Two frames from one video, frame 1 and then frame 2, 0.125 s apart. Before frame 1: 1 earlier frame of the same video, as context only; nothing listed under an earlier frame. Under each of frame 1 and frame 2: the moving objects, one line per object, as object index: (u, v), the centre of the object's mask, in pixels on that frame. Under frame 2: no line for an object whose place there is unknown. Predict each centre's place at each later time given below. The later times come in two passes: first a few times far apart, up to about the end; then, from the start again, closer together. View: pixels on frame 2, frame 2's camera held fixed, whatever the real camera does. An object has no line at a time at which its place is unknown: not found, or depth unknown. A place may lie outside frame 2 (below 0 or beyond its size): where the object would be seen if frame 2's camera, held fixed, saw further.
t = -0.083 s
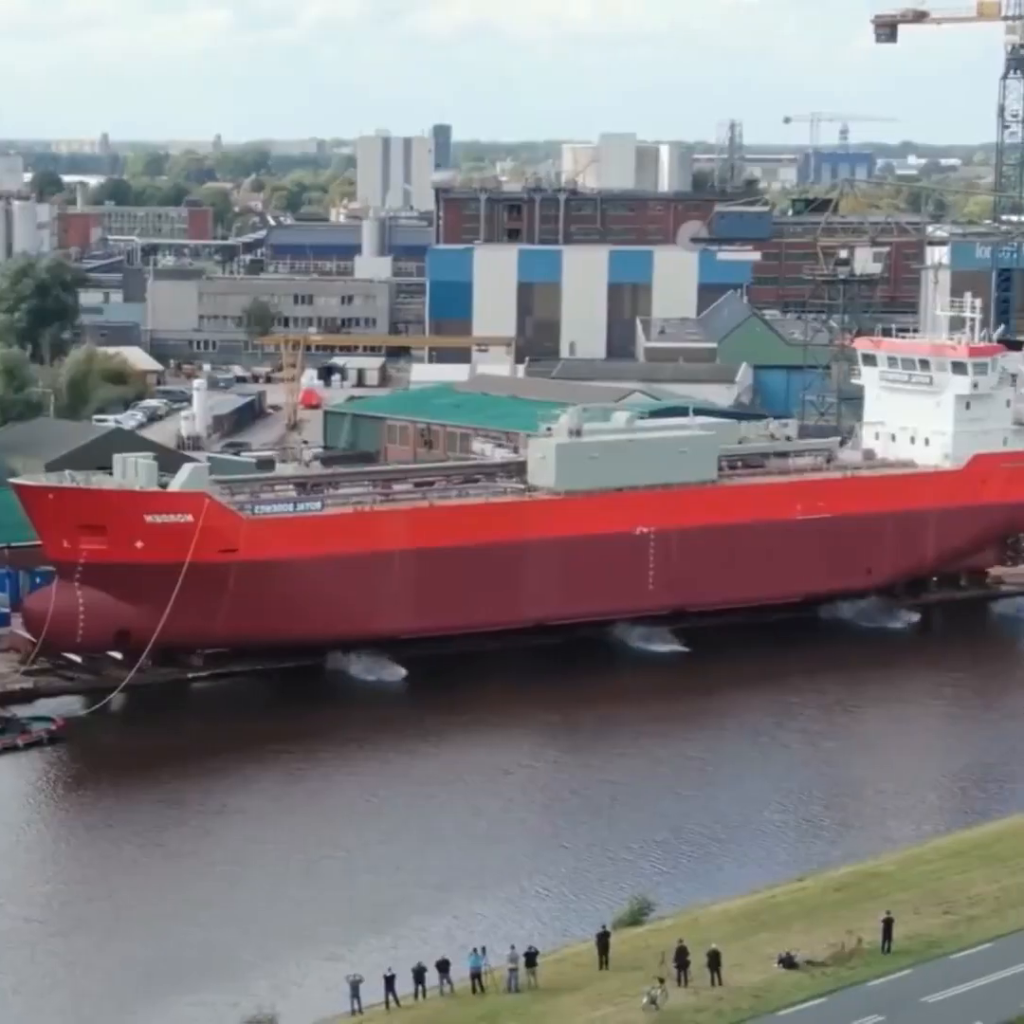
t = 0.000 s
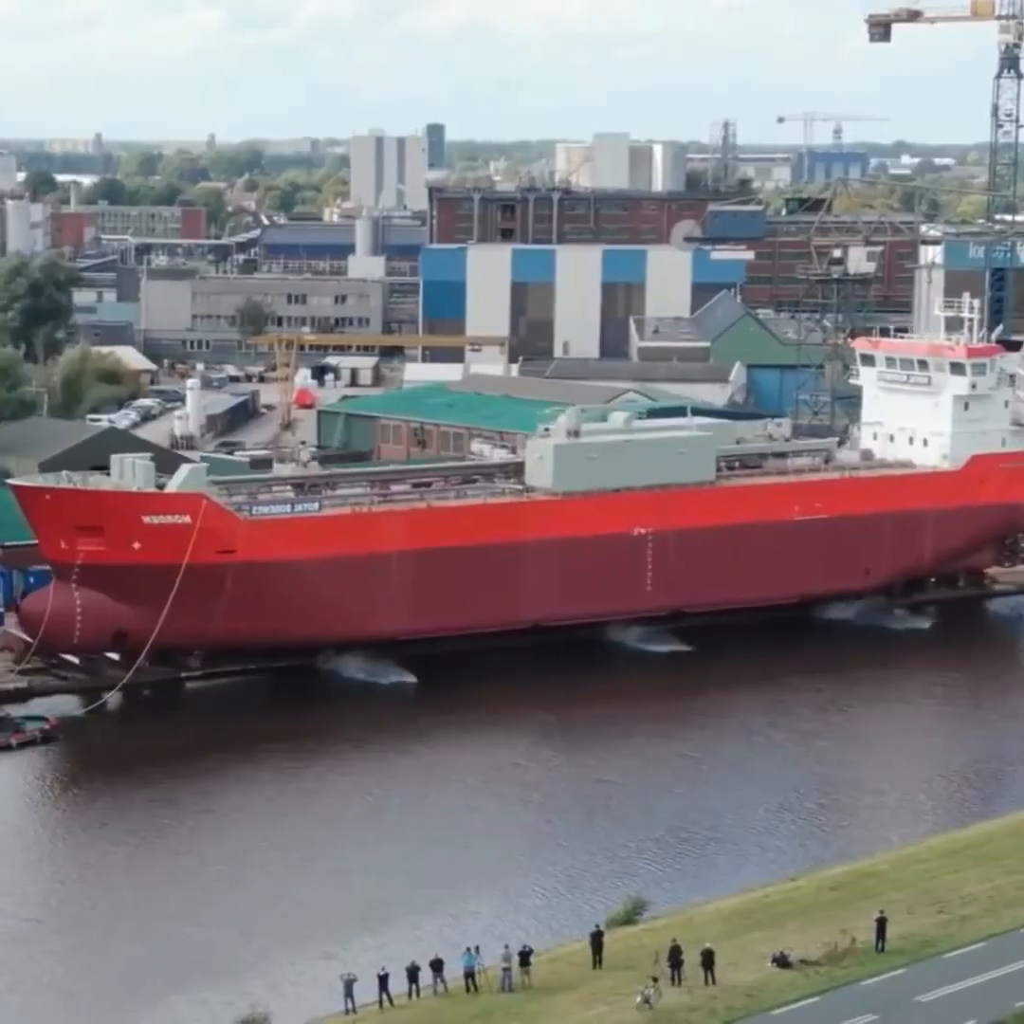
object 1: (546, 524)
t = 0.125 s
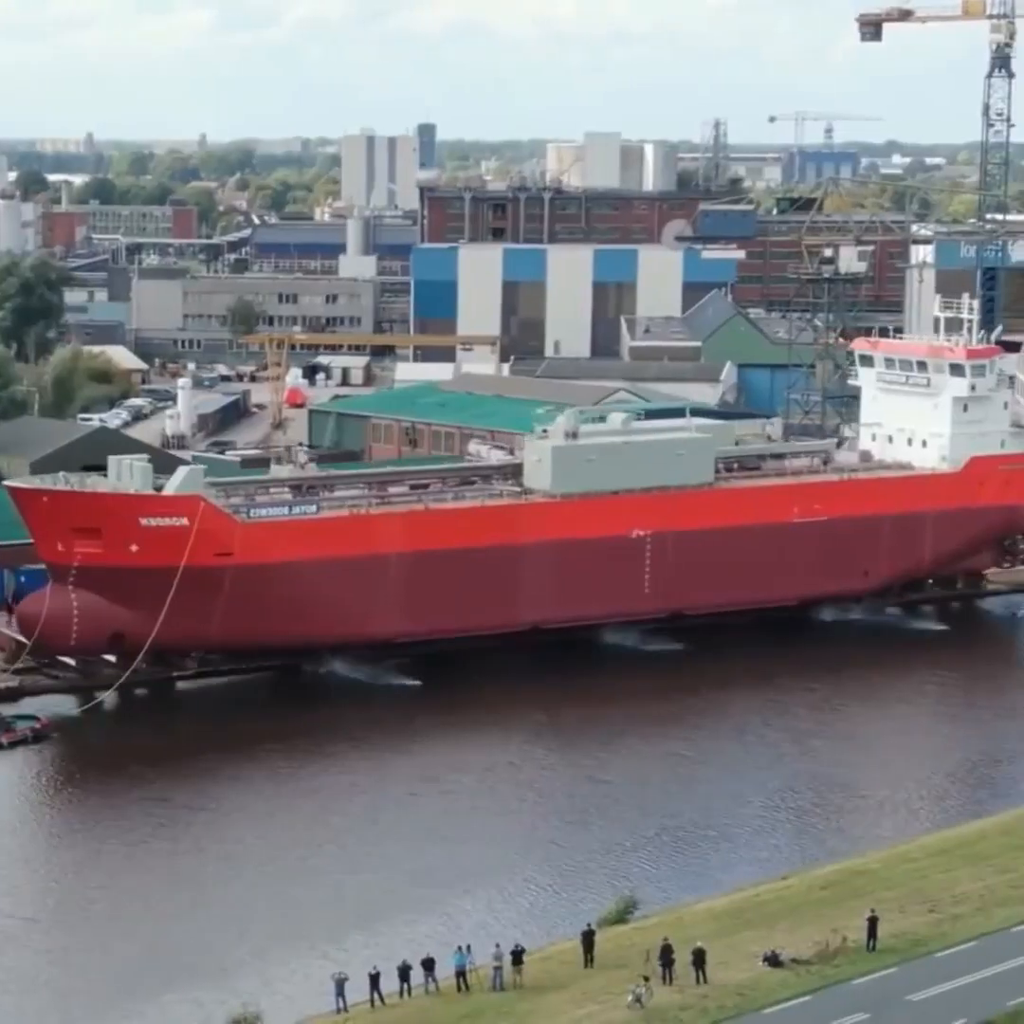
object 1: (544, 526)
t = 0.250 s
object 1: (550, 529)
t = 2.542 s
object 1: (538, 591)
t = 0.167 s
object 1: (547, 526)
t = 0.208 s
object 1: (548, 528)
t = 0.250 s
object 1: (550, 529)
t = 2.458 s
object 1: (554, 584)
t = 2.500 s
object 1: (546, 586)
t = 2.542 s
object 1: (538, 591)
